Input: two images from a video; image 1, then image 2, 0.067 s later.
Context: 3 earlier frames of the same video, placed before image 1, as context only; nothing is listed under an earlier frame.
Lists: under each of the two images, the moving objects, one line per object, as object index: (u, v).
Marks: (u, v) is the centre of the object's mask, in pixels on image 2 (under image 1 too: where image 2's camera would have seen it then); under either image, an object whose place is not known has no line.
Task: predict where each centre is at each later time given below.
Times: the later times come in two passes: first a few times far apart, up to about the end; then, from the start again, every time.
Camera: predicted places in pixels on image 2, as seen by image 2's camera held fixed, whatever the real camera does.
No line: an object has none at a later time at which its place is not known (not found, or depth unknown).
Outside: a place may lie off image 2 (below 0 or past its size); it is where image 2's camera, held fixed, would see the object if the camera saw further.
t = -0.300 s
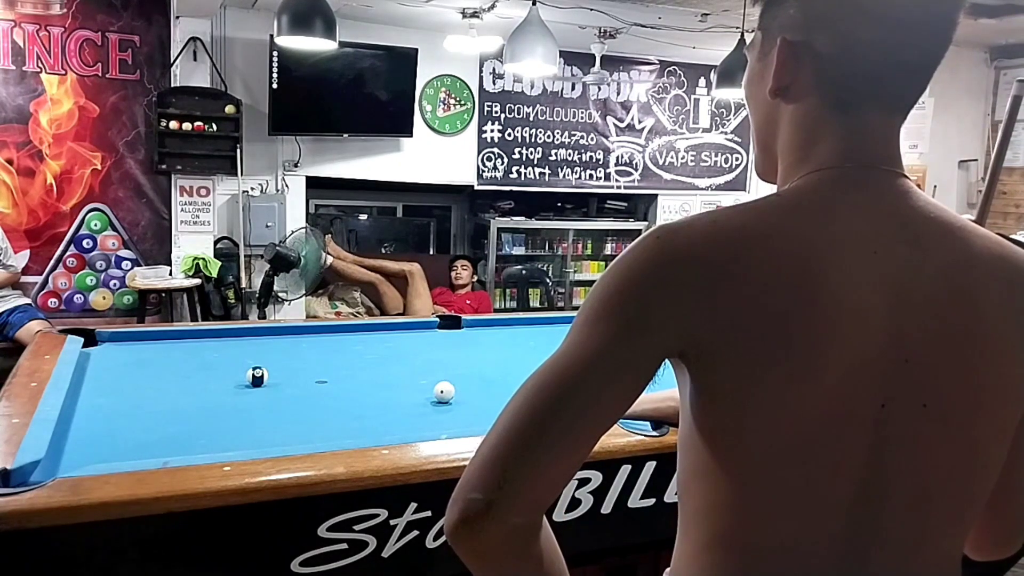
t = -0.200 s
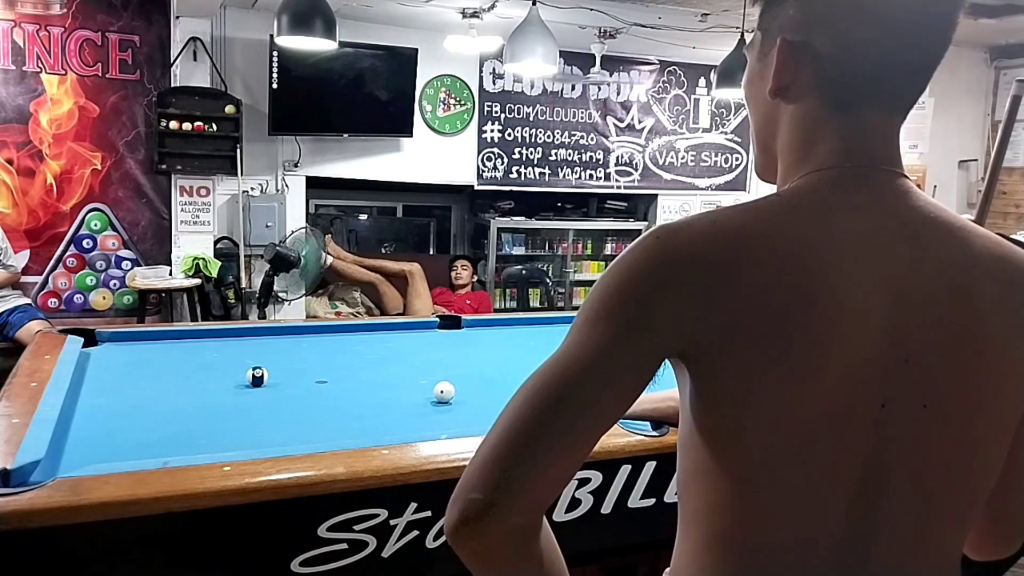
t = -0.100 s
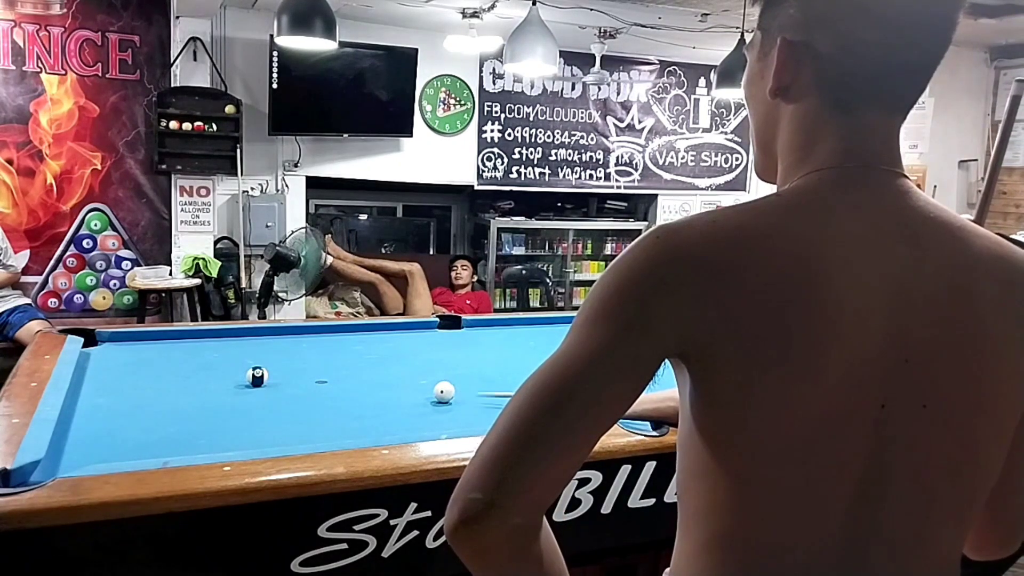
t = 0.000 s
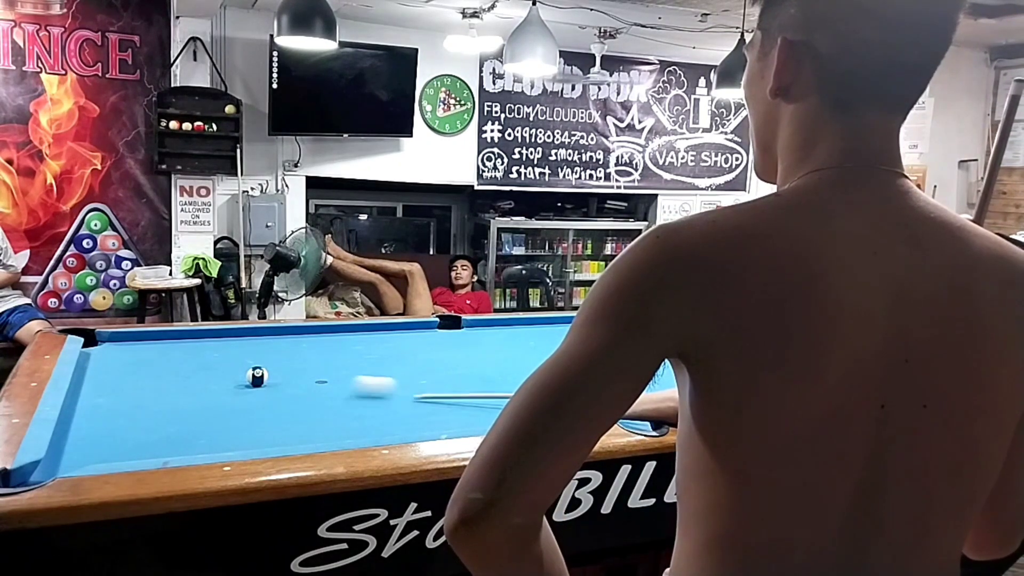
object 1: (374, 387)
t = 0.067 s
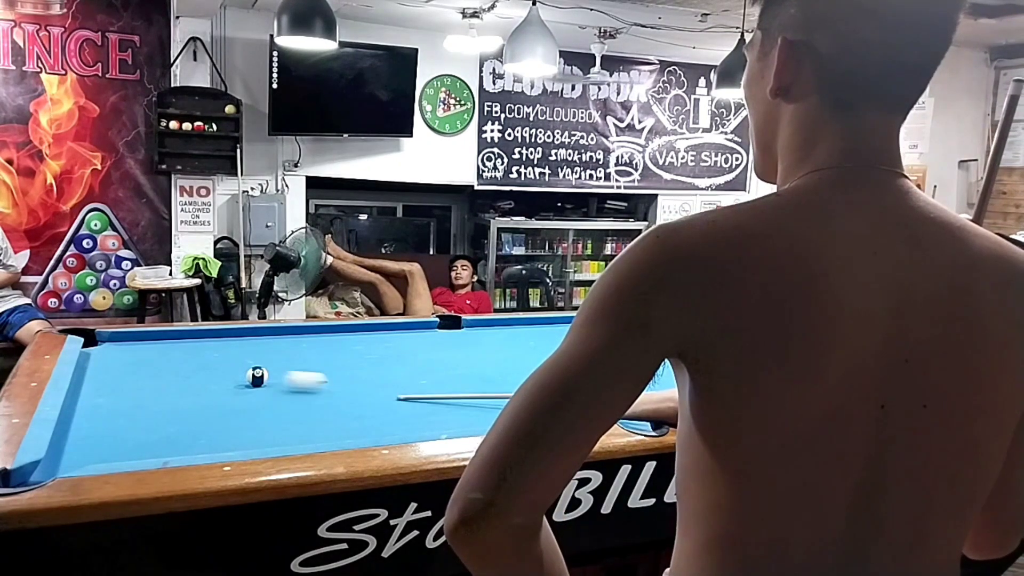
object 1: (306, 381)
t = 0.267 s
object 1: (225, 389)
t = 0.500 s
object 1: (162, 401)
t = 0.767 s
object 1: (83, 417)
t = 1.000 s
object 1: (102, 427)
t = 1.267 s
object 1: (147, 437)
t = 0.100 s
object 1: (276, 380)
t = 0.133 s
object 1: (261, 381)
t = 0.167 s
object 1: (251, 383)
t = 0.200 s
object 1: (242, 385)
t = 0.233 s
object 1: (234, 387)
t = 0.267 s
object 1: (225, 389)
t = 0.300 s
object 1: (217, 390)
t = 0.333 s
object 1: (208, 392)
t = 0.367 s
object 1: (199, 394)
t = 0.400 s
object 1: (190, 396)
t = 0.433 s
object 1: (181, 398)
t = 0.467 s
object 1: (171, 399)
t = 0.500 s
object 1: (162, 401)
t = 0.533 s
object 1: (152, 403)
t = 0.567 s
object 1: (143, 405)
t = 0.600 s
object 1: (133, 407)
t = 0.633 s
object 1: (123, 409)
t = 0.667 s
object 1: (113, 411)
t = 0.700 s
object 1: (103, 413)
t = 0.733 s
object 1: (93, 415)
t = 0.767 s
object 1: (83, 417)
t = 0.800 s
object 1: (74, 419)
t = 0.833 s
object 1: (75, 421)
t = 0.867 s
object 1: (81, 422)
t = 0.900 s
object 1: (86, 424)
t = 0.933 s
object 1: (91, 425)
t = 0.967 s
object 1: (97, 426)
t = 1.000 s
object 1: (102, 427)
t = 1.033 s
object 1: (108, 429)
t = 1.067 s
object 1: (113, 430)
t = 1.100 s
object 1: (119, 431)
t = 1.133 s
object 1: (124, 432)
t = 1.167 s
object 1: (130, 433)
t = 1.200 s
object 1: (135, 435)
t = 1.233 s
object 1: (141, 436)
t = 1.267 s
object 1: (147, 437)
